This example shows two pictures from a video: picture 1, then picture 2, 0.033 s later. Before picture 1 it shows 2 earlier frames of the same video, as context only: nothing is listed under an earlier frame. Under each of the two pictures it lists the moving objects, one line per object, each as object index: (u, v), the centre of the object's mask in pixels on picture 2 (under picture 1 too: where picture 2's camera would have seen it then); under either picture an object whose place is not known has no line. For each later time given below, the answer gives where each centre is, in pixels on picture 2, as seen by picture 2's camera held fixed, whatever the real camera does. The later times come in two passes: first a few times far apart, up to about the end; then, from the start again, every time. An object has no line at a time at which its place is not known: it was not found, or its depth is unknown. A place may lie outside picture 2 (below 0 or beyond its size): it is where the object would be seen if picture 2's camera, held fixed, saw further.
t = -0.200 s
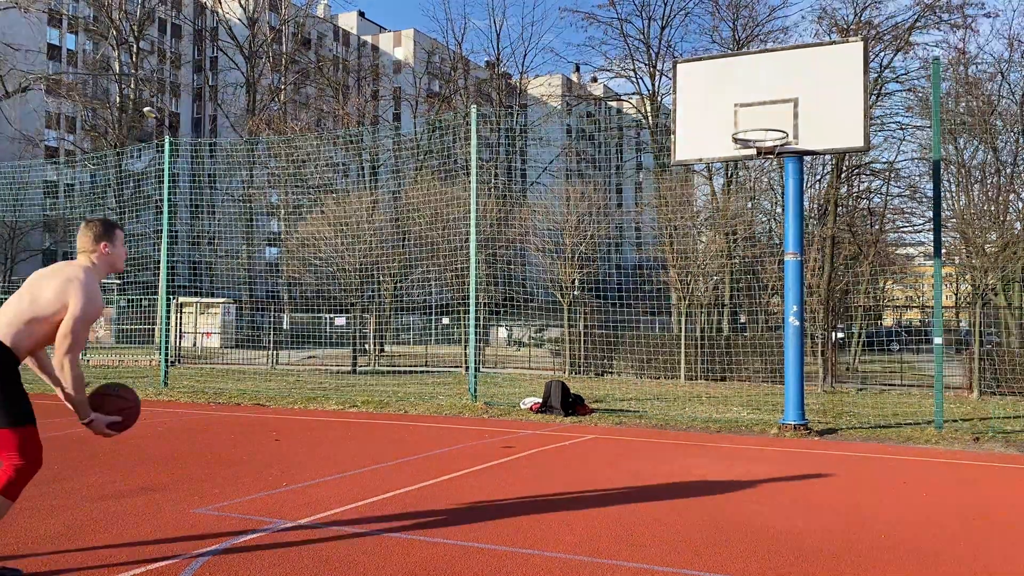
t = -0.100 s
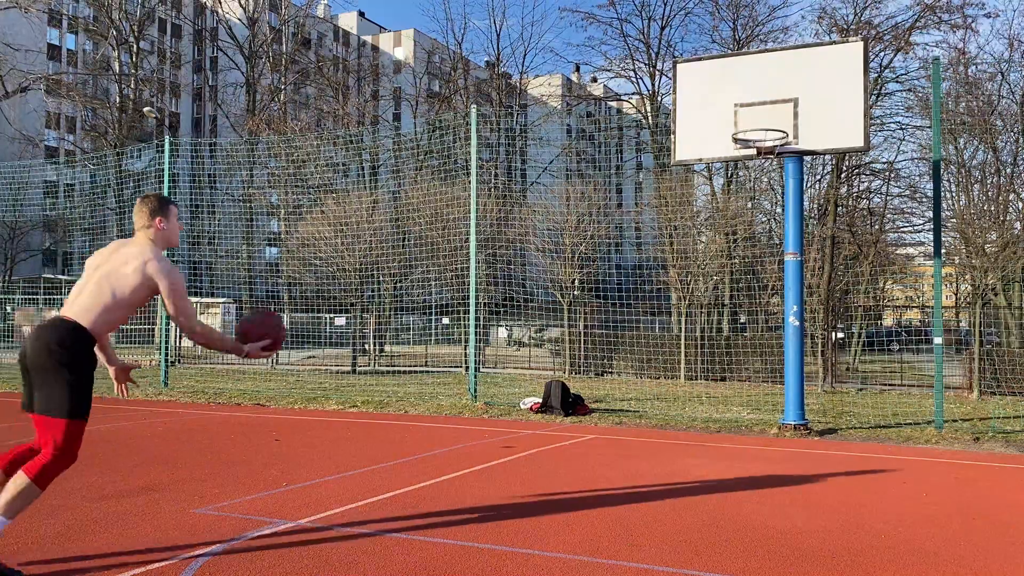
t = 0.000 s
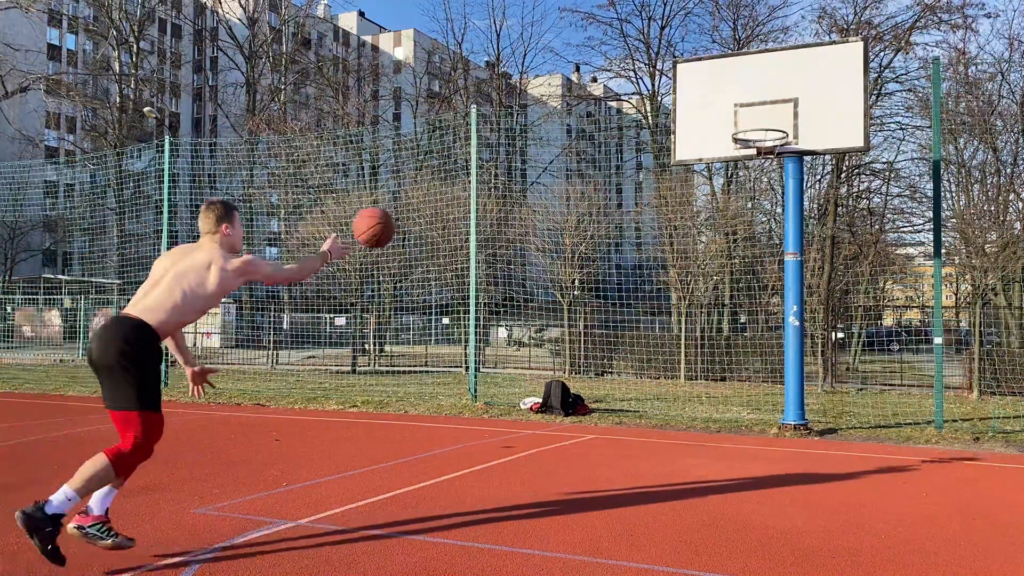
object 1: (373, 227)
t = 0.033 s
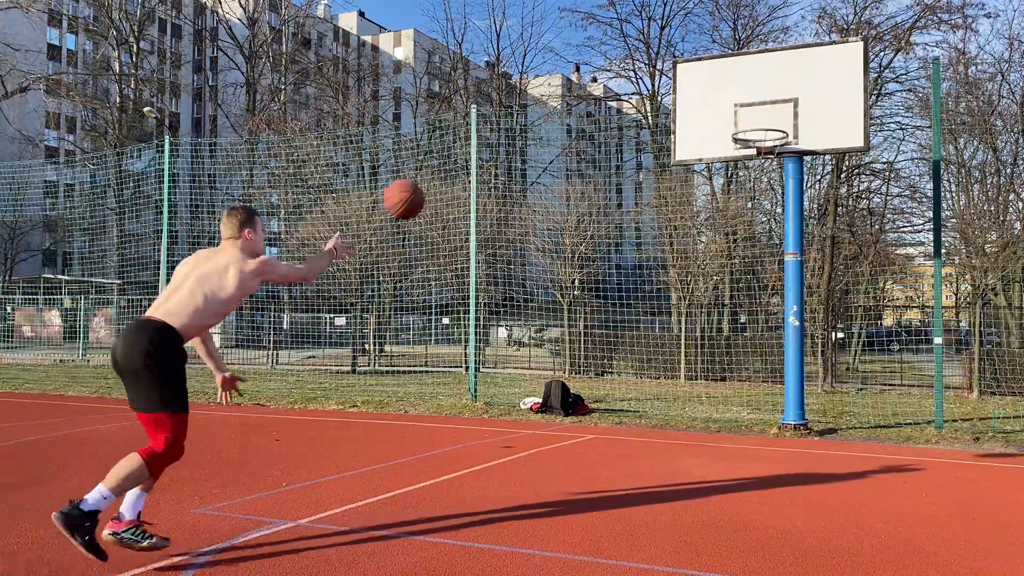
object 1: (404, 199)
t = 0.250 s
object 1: (560, 90)
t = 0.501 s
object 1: (685, 72)
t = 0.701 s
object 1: (742, 89)
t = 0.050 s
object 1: (418, 186)
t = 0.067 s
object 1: (432, 175)
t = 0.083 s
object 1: (445, 164)
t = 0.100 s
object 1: (458, 153)
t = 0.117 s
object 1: (471, 144)
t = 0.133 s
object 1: (483, 135)
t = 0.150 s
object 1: (495, 127)
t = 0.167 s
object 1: (507, 119)
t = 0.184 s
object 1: (518, 113)
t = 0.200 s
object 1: (529, 106)
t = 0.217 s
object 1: (540, 101)
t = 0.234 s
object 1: (550, 95)
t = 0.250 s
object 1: (560, 90)
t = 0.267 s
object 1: (571, 86)
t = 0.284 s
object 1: (580, 83)
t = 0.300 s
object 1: (589, 80)
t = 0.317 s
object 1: (599, 77)
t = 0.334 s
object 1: (607, 75)
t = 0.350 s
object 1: (616, 73)
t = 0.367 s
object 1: (625, 71)
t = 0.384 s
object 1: (633, 70)
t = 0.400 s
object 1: (641, 70)
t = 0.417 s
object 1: (649, 69)
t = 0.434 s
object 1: (656, 69)
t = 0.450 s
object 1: (663, 69)
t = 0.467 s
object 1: (671, 70)
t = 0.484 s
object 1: (678, 71)
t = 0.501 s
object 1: (685, 72)
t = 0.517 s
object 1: (691, 73)
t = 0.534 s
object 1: (699, 75)
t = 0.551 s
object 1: (705, 77)
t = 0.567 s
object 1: (712, 79)
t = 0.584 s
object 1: (718, 82)
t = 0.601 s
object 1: (724, 84)
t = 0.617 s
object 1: (730, 87)
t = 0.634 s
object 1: (736, 91)
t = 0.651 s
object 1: (741, 94)
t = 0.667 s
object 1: (742, 93)
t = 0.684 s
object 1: (742, 91)
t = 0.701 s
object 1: (742, 89)
